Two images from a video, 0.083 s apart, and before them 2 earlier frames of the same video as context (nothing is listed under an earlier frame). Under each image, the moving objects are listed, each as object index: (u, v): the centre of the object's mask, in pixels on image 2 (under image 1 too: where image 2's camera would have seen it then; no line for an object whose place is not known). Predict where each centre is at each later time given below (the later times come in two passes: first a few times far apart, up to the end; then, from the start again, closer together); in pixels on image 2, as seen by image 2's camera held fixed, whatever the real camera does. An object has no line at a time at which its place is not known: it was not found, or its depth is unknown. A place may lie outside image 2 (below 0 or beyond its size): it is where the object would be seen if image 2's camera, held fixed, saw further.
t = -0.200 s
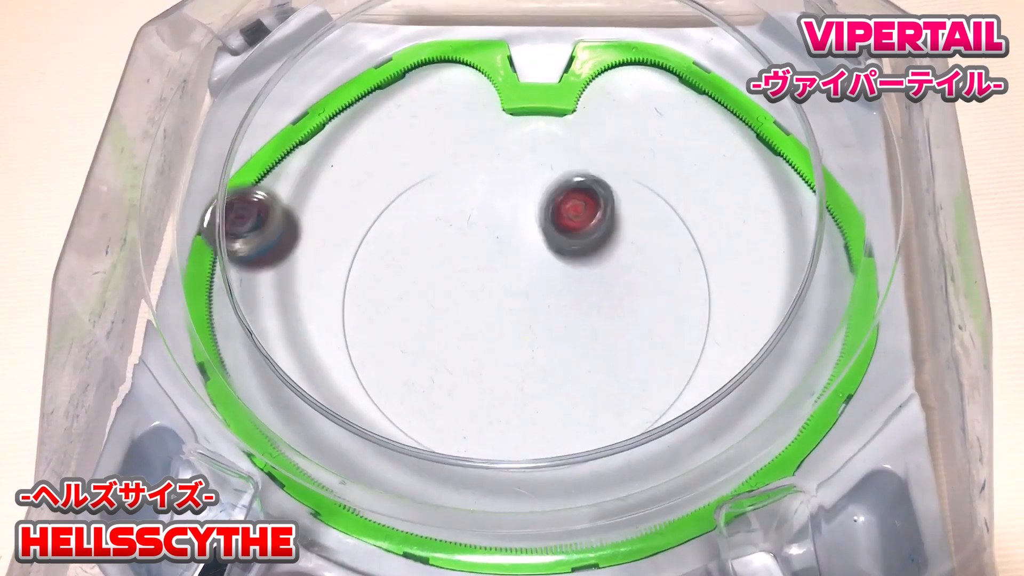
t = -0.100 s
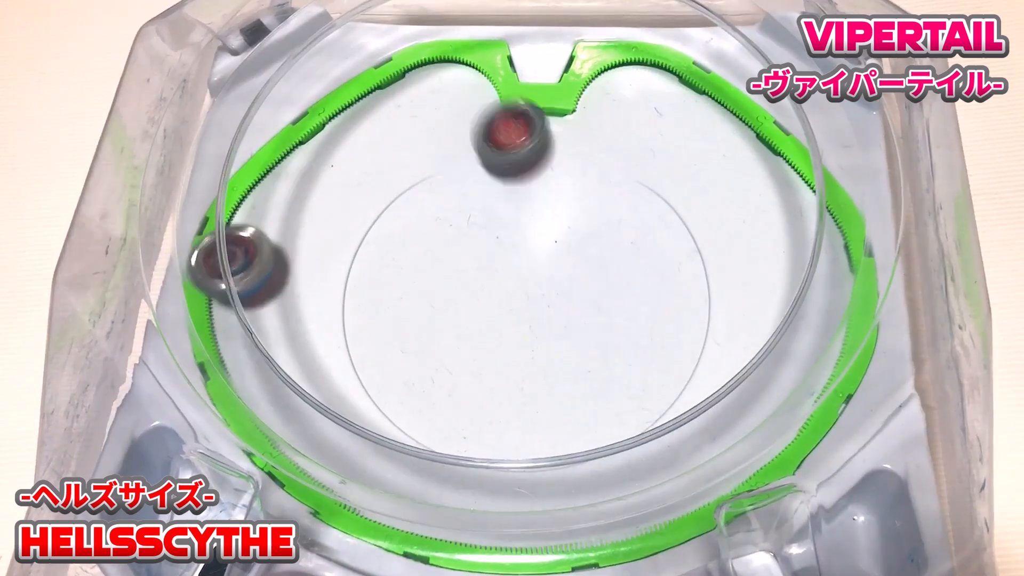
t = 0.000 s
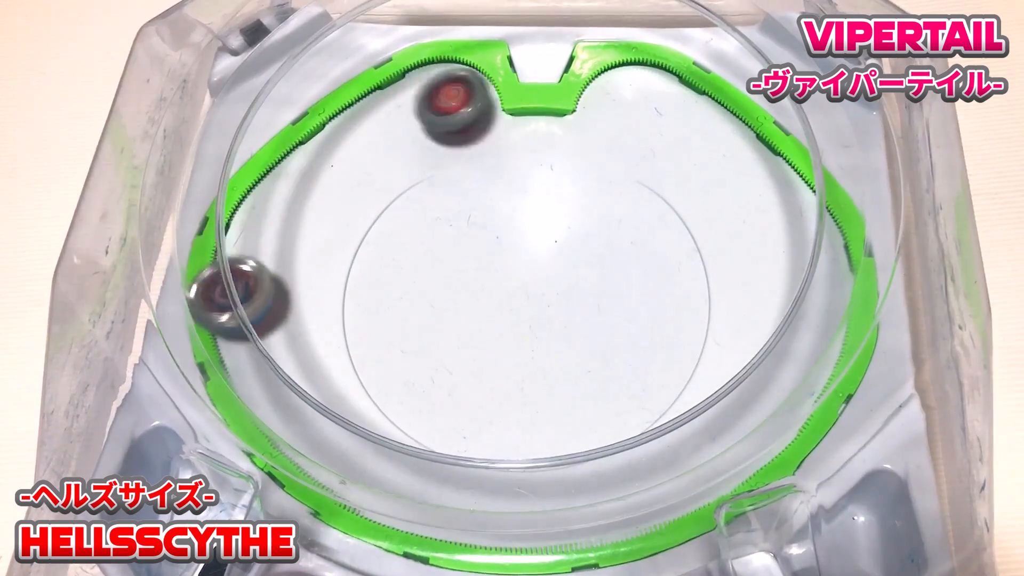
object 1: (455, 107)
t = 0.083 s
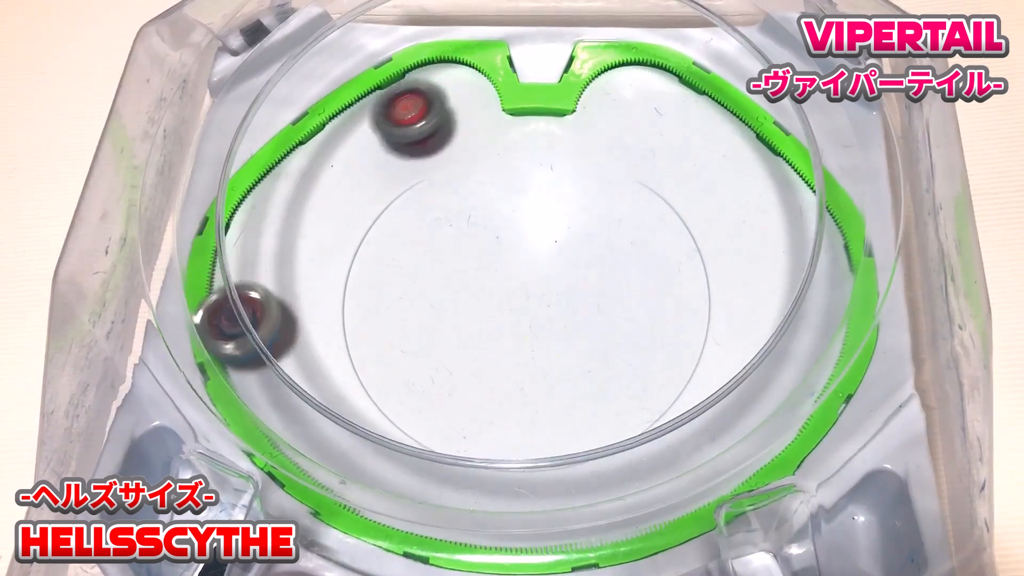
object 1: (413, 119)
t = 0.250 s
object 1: (312, 209)
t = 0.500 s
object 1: (327, 263)
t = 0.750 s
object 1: (560, 140)
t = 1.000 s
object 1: (641, 157)
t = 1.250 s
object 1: (639, 161)
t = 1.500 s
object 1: (684, 191)
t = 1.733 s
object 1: (783, 323)
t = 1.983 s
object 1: (753, 409)
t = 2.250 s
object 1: (618, 497)
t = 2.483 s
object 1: (457, 493)
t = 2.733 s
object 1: (329, 405)
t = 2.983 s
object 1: (280, 264)
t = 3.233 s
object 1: (307, 138)
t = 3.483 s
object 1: (421, 91)
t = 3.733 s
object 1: (413, 110)
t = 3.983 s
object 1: (426, 233)
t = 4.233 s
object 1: (454, 364)
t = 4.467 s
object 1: (458, 422)
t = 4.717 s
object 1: (457, 380)
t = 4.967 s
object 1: (378, 314)
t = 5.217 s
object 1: (387, 220)
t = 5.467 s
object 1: (463, 161)
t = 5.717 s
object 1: (566, 160)
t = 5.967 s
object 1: (645, 212)
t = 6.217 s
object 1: (655, 309)
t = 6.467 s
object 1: (594, 395)
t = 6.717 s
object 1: (489, 423)
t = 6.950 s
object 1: (397, 387)
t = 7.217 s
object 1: (365, 299)
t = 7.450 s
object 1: (408, 229)
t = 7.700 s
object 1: (496, 186)
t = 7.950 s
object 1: (582, 184)
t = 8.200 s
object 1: (623, 247)
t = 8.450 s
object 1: (627, 333)
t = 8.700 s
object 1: (583, 393)
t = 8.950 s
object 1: (512, 420)
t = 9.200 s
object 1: (469, 342)
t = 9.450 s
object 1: (474, 262)
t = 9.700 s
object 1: (455, 267)
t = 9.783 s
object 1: (484, 273)
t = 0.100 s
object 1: (405, 125)
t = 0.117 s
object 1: (396, 132)
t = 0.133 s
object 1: (388, 141)
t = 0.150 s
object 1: (378, 149)
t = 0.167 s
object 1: (368, 159)
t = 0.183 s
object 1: (357, 169)
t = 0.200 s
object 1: (346, 179)
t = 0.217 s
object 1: (335, 189)
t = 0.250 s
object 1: (312, 209)
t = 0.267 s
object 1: (301, 220)
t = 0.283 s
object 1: (290, 230)
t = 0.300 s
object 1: (278, 241)
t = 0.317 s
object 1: (269, 252)
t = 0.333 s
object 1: (259, 263)
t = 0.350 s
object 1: (248, 274)
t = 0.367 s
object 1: (235, 286)
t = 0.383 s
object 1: (225, 299)
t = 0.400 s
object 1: (217, 312)
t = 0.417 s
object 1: (234, 326)
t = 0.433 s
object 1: (259, 326)
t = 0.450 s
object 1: (282, 309)
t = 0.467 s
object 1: (296, 296)
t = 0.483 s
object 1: (311, 278)
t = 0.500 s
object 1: (327, 263)
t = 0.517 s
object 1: (345, 247)
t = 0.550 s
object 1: (377, 225)
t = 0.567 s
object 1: (395, 211)
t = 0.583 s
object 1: (410, 199)
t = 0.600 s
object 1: (427, 190)
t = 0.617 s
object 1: (442, 181)
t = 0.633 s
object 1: (458, 171)
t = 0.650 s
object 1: (474, 163)
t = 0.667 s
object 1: (490, 158)
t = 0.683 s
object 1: (504, 151)
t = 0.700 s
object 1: (518, 145)
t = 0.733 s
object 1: (546, 141)
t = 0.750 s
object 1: (560, 140)
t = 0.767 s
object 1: (570, 137)
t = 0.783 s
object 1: (580, 136)
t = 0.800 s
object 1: (590, 137)
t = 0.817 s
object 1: (600, 140)
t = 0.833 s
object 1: (608, 140)
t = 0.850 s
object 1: (614, 142)
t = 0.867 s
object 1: (620, 145)
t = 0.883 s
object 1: (626, 147)
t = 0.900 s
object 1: (630, 148)
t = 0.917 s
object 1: (633, 151)
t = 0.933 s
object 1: (636, 152)
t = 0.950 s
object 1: (638, 154)
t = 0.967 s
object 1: (639, 156)
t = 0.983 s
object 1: (640, 156)
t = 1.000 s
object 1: (641, 157)
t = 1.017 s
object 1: (641, 159)
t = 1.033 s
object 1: (641, 159)
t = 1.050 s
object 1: (641, 160)
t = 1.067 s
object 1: (641, 159)
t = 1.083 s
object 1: (641, 160)
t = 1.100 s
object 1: (640, 160)
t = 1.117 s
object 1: (640, 159)
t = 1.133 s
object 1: (639, 160)
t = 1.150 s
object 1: (639, 160)
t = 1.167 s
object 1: (638, 160)
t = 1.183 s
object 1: (638, 160)
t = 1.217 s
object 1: (638, 160)
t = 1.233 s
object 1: (638, 161)
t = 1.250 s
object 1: (639, 161)
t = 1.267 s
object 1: (639, 162)
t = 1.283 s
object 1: (640, 162)
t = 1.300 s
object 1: (640, 163)
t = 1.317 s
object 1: (642, 164)
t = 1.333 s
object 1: (643, 165)
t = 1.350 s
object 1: (645, 166)
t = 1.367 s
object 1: (648, 167)
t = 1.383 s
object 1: (650, 169)
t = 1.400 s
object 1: (653, 171)
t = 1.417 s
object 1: (657, 173)
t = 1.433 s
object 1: (661, 176)
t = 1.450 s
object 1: (666, 179)
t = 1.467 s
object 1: (671, 182)
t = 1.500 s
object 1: (684, 191)
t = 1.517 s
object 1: (690, 197)
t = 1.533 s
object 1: (697, 203)
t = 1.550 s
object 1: (705, 210)
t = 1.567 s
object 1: (712, 217)
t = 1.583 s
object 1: (721, 226)
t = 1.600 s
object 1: (728, 235)
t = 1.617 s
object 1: (736, 245)
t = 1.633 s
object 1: (742, 255)
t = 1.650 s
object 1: (750, 266)
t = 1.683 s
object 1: (761, 287)
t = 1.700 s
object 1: (769, 299)
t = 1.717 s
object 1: (775, 311)
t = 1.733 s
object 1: (783, 323)
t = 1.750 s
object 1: (787, 334)
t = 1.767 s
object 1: (792, 346)
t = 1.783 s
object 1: (797, 356)
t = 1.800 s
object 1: (802, 367)
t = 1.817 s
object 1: (804, 375)
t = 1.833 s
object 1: (800, 378)
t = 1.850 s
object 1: (794, 380)
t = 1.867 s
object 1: (788, 382)
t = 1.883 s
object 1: (782, 384)
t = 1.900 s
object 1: (777, 388)
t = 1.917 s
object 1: (772, 391)
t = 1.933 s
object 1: (767, 395)
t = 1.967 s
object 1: (757, 404)
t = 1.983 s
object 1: (753, 409)
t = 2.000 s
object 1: (748, 415)
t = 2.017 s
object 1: (743, 421)
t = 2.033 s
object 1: (738, 429)
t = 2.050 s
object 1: (731, 436)
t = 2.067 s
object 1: (725, 443)
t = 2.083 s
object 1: (718, 450)
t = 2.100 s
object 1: (710, 457)
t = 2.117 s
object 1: (702, 464)
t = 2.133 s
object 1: (693, 470)
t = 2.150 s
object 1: (684, 476)
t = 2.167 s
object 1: (673, 480)
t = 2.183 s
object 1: (662, 484)
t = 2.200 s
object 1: (651, 487)
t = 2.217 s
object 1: (641, 491)
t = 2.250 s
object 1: (618, 497)
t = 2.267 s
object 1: (607, 500)
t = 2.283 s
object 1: (595, 502)
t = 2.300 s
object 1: (583, 504)
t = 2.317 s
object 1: (571, 505)
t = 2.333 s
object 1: (559, 506)
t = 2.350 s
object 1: (548, 506)
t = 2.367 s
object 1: (536, 507)
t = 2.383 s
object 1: (524, 507)
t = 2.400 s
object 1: (512, 506)
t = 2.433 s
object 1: (489, 504)
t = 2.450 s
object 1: (478, 502)
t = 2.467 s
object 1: (467, 497)
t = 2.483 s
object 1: (457, 493)
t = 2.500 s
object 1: (446, 489)
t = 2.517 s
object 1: (436, 485)
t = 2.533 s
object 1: (425, 486)
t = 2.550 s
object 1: (418, 472)
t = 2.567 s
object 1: (408, 469)
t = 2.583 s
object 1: (400, 463)
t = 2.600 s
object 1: (390, 458)
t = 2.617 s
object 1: (381, 453)
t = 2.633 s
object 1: (373, 448)
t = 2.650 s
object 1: (364, 442)
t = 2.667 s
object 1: (357, 436)
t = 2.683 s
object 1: (349, 429)
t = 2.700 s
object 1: (342, 421)
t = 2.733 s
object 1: (329, 405)
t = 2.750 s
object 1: (323, 397)
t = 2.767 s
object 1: (318, 389)
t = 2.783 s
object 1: (313, 380)
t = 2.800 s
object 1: (308, 371)
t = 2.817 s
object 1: (304, 361)
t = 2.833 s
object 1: (300, 352)
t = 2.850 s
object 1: (296, 342)
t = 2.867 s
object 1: (294, 332)
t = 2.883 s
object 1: (293, 323)
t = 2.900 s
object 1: (288, 313)
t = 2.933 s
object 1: (283, 293)
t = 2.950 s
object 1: (282, 284)
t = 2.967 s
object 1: (281, 274)
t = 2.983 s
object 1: (280, 264)
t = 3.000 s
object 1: (280, 255)
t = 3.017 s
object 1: (280, 245)
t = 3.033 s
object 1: (281, 236)
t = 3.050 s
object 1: (281, 227)
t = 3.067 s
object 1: (283, 218)
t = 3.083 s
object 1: (284, 209)
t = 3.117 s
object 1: (287, 191)
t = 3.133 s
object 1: (289, 182)
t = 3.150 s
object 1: (291, 174)
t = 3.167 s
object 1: (294, 166)
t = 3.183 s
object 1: (296, 158)
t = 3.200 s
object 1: (299, 150)
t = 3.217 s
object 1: (302, 142)
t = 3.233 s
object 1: (307, 138)
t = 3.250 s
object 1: (314, 136)
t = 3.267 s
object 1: (321, 134)
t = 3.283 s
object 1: (327, 133)
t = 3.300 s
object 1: (334, 130)
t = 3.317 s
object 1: (340, 127)
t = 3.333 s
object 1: (346, 124)
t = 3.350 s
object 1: (352, 121)
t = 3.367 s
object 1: (359, 117)
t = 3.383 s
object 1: (366, 113)
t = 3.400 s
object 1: (374, 109)
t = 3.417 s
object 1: (382, 105)
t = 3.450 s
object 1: (401, 97)
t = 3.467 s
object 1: (411, 94)
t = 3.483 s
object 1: (421, 91)
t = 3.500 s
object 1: (431, 88)
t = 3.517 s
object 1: (441, 86)
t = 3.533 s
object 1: (449, 84)
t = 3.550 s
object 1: (457, 82)
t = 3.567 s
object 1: (464, 79)
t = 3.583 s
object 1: (471, 77)
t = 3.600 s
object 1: (478, 75)
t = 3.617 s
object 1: (478, 73)
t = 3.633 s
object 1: (466, 77)
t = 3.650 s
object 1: (455, 84)
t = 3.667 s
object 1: (444, 90)
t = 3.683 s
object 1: (435, 94)
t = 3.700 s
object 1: (426, 100)
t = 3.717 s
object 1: (419, 105)
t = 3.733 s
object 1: (413, 110)
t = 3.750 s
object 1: (407, 117)
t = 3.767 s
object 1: (403, 123)
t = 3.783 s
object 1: (400, 129)
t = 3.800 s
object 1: (398, 135)
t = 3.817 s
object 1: (398, 142)
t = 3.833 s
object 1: (399, 150)
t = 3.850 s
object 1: (401, 157)
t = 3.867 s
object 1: (405, 164)
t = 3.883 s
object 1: (409, 173)
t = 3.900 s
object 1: (412, 183)
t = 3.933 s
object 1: (418, 203)
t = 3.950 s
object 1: (421, 213)
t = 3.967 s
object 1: (424, 223)
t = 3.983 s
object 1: (426, 233)
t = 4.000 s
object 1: (429, 244)
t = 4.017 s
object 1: (432, 254)
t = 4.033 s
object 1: (434, 264)
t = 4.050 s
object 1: (436, 274)
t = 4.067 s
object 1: (439, 283)
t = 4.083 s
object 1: (441, 293)
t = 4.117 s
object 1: (445, 311)
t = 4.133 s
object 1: (447, 319)
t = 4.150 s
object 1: (448, 327)
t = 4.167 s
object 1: (450, 335)
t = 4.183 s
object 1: (451, 343)
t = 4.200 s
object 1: (453, 350)
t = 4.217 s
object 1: (453, 358)
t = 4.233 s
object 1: (454, 364)
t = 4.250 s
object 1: (455, 371)
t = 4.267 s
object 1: (456, 377)
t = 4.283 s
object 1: (456, 383)
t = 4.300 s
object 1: (456, 389)
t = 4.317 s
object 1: (456, 394)
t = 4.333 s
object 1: (457, 400)
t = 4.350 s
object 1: (456, 404)
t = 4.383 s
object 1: (456, 414)
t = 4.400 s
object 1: (455, 417)
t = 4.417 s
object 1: (454, 420)
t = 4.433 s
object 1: (454, 423)
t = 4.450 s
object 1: (456, 422)
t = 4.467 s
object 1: (458, 422)
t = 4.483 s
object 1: (461, 420)
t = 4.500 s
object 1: (463, 419)
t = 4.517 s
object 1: (465, 416)
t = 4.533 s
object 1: (467, 414)
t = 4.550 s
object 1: (469, 411)
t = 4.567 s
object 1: (470, 409)
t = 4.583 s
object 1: (471, 405)
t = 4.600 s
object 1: (472, 402)
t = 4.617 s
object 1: (473, 399)
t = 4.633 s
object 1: (473, 395)
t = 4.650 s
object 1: (472, 391)
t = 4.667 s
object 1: (471, 387)
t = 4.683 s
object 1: (469, 383)
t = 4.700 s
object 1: (466, 379)
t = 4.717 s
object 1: (457, 380)
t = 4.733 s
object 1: (449, 380)
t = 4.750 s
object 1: (441, 380)
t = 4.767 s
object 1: (433, 378)
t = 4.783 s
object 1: (426, 374)
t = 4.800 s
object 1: (419, 370)
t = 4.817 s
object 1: (412, 365)
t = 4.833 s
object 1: (407, 360)
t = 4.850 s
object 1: (401, 354)
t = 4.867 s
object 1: (397, 349)
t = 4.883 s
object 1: (393, 343)
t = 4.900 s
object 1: (389, 337)
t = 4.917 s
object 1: (386, 332)
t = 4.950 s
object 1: (380, 320)
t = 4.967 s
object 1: (378, 314)
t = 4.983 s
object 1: (377, 308)
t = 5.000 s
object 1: (376, 302)
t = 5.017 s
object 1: (374, 296)
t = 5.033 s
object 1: (374, 289)
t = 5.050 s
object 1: (374, 283)
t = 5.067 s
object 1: (374, 276)
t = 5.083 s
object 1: (374, 269)
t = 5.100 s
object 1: (374, 262)
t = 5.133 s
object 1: (376, 249)
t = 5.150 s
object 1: (378, 243)
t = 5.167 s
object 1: (379, 237)
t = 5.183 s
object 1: (381, 231)
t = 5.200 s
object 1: (384, 225)
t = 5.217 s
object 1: (387, 220)
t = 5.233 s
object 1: (390, 215)
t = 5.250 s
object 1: (393, 210)
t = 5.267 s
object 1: (397, 206)
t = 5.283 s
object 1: (401, 202)
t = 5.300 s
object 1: (406, 197)
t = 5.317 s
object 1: (410, 192)
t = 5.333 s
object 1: (415, 187)
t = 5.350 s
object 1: (421, 183)
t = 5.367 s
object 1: (426, 179)
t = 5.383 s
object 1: (432, 176)
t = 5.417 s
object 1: (444, 169)
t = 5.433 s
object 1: (450, 166)
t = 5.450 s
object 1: (457, 164)
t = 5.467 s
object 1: (463, 161)
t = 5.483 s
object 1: (470, 159)
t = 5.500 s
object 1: (476, 157)
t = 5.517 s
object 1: (483, 156)
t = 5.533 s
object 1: (490, 155)
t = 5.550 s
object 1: (497, 154)
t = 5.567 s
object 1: (504, 154)
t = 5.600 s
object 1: (518, 153)
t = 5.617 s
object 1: (525, 154)
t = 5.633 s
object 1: (532, 154)
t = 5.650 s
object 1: (539, 155)
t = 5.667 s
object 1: (546, 156)
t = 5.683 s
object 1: (552, 157)
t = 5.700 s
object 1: (559, 158)
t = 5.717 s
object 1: (566, 160)
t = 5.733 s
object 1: (572, 161)
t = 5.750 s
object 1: (578, 163)
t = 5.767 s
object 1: (584, 165)
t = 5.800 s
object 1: (597, 170)
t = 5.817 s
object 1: (603, 173)
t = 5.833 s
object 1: (609, 177)
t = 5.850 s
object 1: (614, 180)
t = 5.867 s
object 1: (619, 184)
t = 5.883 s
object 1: (624, 188)
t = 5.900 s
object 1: (629, 193)
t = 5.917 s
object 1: (634, 197)
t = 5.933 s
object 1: (638, 202)
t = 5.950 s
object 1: (642, 207)
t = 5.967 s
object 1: (645, 212)
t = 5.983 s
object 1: (648, 218)
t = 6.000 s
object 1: (651, 223)
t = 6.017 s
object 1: (654, 229)
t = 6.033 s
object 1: (656, 235)
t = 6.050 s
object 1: (657, 242)
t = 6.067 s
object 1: (659, 248)
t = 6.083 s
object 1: (660, 255)
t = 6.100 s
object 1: (660, 261)
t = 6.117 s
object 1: (660, 268)
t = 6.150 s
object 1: (660, 281)
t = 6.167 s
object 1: (659, 288)
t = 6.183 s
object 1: (658, 295)
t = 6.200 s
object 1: (657, 302)
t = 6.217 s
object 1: (655, 309)
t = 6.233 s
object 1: (653, 316)
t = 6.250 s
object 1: (651, 323)
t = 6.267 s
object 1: (648, 329)
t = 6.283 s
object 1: (646, 336)
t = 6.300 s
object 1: (642, 342)
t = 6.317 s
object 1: (639, 348)
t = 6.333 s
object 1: (635, 354)
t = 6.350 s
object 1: (631, 360)
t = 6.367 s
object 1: (627, 366)
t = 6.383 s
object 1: (622, 371)
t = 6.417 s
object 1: (611, 382)
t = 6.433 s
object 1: (606, 387)
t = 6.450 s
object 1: (600, 391)
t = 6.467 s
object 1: (594, 395)
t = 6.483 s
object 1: (588, 400)
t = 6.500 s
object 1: (581, 403)
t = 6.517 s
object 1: (575, 407)
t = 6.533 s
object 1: (568, 410)
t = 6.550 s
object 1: (561, 413)
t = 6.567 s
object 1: (554, 416)
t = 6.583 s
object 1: (548, 418)
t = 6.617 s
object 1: (534, 421)
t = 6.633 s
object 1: (527, 422)
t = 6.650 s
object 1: (519, 423)
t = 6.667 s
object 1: (512, 423)
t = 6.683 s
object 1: (504, 423)
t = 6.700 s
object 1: (497, 423)
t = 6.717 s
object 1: (489, 423)
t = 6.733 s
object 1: (482, 422)
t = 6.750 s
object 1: (474, 421)
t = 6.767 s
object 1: (467, 420)
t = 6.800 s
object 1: (452, 417)
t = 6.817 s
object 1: (445, 415)
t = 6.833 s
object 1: (438, 412)
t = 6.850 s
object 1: (432, 410)
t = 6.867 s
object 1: (425, 407)
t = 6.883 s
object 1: (419, 403)
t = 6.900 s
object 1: (413, 400)
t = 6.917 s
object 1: (408, 396)
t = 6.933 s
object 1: (403, 391)
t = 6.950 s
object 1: (397, 387)
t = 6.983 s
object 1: (388, 377)
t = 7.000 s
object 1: (384, 373)
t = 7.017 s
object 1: (380, 367)
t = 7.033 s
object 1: (377, 362)
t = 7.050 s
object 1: (374, 357)
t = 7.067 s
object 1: (371, 351)
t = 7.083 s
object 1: (369, 346)
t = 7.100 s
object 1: (367, 340)
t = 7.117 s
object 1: (366, 334)
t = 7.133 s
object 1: (365, 329)
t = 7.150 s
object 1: (364, 323)
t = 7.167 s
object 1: (364, 317)
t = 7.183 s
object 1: (364, 311)
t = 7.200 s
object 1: (364, 305)
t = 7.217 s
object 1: (365, 299)
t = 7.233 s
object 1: (366, 293)
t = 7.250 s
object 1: (367, 287)
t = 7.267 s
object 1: (369, 281)
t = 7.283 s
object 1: (371, 275)
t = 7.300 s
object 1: (373, 269)
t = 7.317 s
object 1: (376, 264)
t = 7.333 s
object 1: (379, 259)
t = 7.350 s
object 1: (382, 255)
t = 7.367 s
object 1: (385, 250)
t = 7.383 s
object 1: (390, 246)
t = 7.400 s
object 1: (394, 242)
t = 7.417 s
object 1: (399, 237)
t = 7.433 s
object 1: (403, 233)
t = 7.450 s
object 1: (408, 229)
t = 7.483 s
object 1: (418, 221)
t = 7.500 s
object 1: (424, 218)
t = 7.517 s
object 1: (429, 214)
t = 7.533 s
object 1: (435, 211)
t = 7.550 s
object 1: (441, 208)
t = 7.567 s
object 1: (446, 204)
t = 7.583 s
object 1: (452, 202)
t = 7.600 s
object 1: (458, 199)
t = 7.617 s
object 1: (465, 196)
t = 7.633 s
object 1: (471, 194)
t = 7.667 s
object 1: (483, 190)
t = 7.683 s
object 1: (489, 188)
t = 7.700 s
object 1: (496, 186)
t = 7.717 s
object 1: (502, 185)
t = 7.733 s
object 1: (508, 184)
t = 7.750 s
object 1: (514, 183)
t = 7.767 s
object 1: (521, 182)
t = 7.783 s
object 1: (527, 181)
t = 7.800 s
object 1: (533, 181)
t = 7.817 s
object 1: (539, 180)
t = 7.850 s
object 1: (551, 180)
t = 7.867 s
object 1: (556, 180)
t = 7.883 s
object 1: (562, 181)
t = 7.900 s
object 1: (567, 181)
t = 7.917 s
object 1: (573, 182)
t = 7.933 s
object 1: (577, 183)
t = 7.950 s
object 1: (582, 184)
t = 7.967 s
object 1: (586, 185)
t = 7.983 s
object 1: (590, 187)
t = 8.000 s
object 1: (593, 190)
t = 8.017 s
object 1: (596, 192)
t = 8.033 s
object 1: (598, 196)
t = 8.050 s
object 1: (601, 200)
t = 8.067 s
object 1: (603, 204)
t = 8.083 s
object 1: (606, 209)
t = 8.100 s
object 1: (609, 214)
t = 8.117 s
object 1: (612, 219)
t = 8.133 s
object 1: (614, 225)
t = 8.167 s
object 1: (619, 236)
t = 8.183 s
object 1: (621, 242)
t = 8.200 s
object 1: (623, 247)
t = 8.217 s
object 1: (624, 253)
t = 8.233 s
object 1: (626, 259)
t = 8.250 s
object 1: (627, 265)
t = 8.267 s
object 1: (628, 271)
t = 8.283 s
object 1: (629, 276)
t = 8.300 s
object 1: (630, 282)
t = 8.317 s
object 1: (631, 288)
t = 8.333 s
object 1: (631, 294)
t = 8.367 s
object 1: (631, 305)
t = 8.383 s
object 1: (630, 311)
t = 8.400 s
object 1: (630, 316)
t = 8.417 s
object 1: (629, 322)
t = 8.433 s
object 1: (628, 327)
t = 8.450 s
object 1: (627, 333)
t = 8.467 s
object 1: (625, 338)
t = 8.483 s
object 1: (623, 344)
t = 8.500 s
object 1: (622, 349)
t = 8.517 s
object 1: (619, 354)
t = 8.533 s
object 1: (617, 359)
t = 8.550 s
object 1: (614, 364)
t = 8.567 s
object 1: (611, 368)
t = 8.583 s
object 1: (608, 372)
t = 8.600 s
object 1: (605, 376)
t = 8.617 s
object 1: (601, 381)
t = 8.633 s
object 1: (598, 384)
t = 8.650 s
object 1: (594, 387)
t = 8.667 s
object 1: (591, 390)
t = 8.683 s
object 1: (587, 391)
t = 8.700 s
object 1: (583, 393)
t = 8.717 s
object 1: (579, 393)
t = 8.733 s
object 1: (575, 394)
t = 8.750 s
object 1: (570, 394)
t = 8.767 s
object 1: (565, 394)
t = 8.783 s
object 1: (557, 402)
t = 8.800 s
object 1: (550, 412)
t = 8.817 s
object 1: (543, 419)
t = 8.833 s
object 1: (537, 423)
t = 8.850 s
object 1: (532, 427)
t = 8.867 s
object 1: (526, 429)
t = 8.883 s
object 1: (522, 430)
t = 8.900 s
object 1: (519, 428)
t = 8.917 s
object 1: (515, 427)
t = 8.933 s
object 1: (514, 424)
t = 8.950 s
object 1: (512, 420)
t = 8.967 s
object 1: (510, 414)
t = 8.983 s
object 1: (508, 409)
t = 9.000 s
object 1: (506, 404)
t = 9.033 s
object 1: (500, 393)
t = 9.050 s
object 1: (497, 388)
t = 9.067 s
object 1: (493, 384)
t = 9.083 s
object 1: (490, 378)
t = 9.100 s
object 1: (486, 373)
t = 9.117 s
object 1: (483, 368)
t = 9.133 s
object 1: (480, 363)
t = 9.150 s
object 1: (476, 358)
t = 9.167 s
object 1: (474, 353)
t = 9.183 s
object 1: (471, 348)
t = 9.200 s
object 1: (469, 342)
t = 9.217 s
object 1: (466, 336)
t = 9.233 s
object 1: (465, 331)
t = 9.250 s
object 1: (464, 325)
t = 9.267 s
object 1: (463, 319)
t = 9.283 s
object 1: (462, 313)
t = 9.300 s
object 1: (462, 308)
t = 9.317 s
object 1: (462, 303)
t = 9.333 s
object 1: (463, 297)
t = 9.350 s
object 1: (464, 292)
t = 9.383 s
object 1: (466, 281)
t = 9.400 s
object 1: (468, 276)
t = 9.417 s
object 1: (470, 271)
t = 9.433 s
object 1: (472, 267)
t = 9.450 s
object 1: (474, 262)
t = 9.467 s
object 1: (474, 261)
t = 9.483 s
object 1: (474, 259)
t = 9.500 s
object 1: (474, 257)
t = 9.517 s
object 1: (476, 254)
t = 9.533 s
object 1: (477, 252)
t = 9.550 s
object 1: (470, 252)
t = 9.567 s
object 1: (462, 254)
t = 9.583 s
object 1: (455, 256)
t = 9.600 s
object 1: (450, 258)
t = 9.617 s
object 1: (447, 259)
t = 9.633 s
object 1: (445, 260)
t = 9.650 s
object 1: (445, 262)
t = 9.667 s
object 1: (447, 264)
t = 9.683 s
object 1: (450, 266)
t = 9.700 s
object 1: (455, 267)
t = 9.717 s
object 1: (460, 269)
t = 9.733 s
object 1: (466, 270)
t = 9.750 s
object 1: (472, 272)
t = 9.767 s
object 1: (478, 272)
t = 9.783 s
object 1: (484, 273)
